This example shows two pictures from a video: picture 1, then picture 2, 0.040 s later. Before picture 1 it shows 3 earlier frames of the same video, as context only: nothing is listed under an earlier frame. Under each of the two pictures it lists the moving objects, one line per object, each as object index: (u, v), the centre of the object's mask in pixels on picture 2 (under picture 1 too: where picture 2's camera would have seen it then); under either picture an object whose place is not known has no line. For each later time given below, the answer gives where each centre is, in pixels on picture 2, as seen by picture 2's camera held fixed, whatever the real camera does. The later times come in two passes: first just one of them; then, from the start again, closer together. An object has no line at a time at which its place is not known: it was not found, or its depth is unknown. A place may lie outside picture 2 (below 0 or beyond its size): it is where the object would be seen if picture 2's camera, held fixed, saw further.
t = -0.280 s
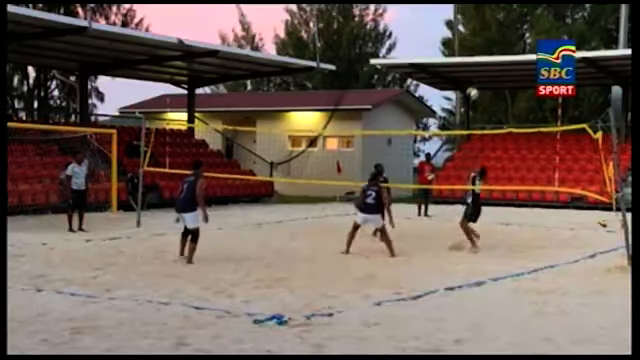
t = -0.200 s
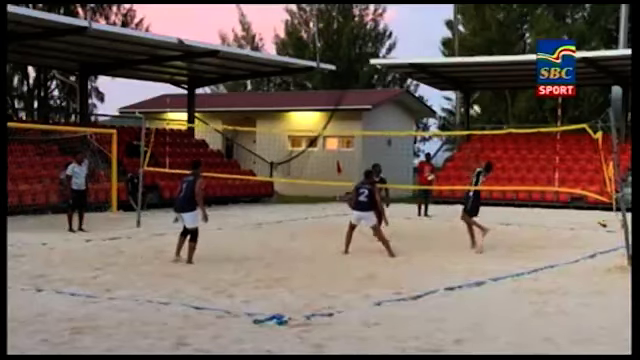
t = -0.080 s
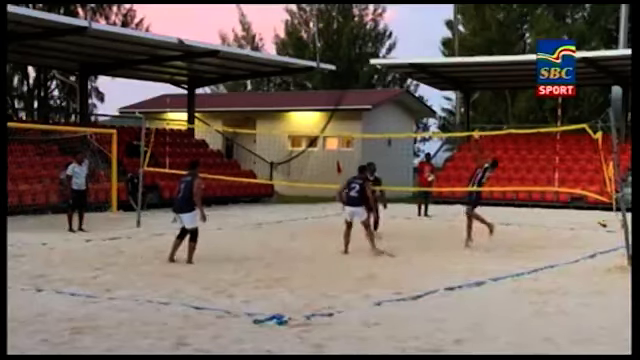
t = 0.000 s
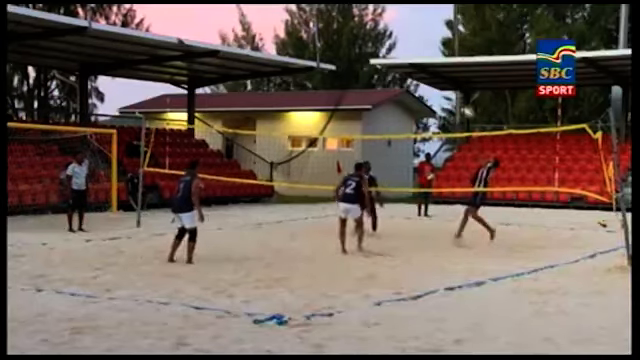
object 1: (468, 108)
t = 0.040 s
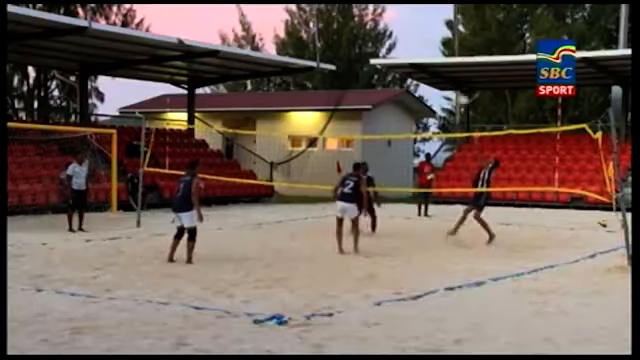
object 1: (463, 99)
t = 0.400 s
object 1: (416, 30)
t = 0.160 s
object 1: (446, 64)
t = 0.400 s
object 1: (416, 30)
